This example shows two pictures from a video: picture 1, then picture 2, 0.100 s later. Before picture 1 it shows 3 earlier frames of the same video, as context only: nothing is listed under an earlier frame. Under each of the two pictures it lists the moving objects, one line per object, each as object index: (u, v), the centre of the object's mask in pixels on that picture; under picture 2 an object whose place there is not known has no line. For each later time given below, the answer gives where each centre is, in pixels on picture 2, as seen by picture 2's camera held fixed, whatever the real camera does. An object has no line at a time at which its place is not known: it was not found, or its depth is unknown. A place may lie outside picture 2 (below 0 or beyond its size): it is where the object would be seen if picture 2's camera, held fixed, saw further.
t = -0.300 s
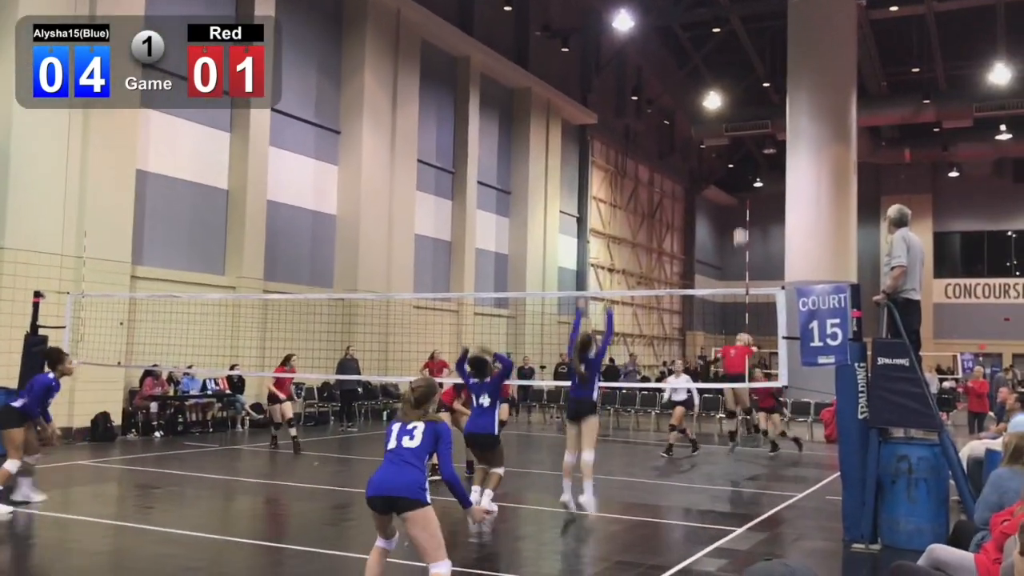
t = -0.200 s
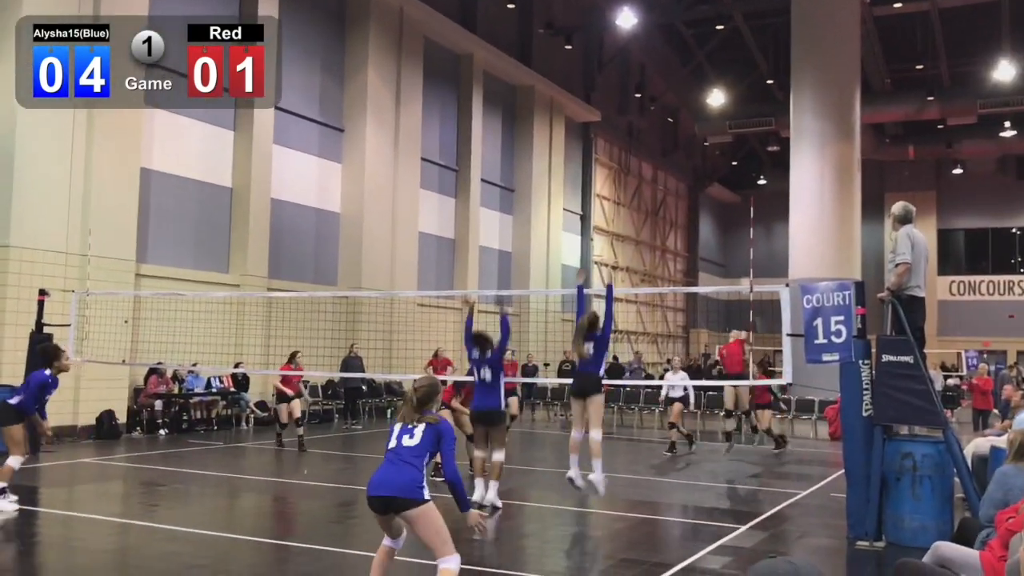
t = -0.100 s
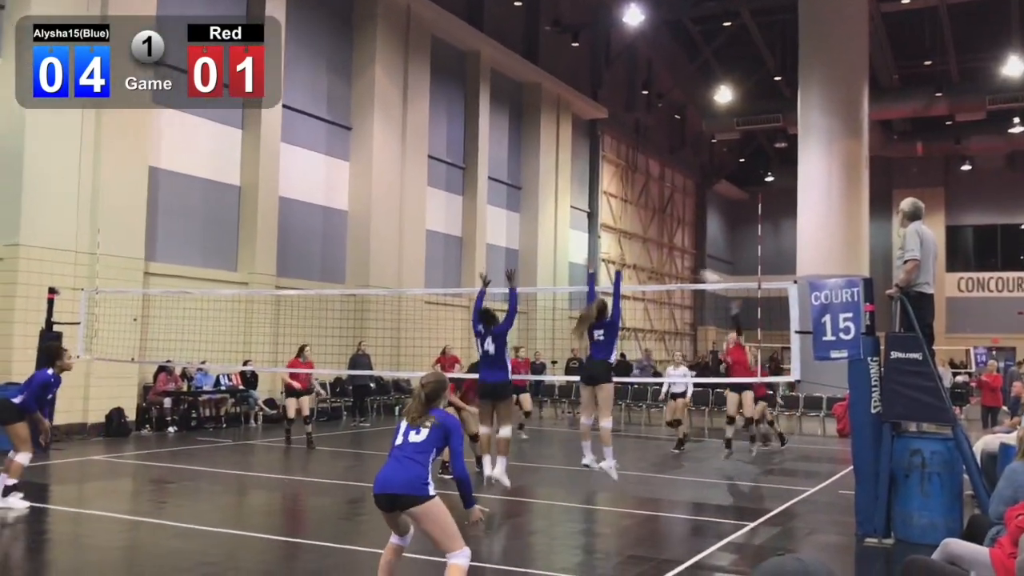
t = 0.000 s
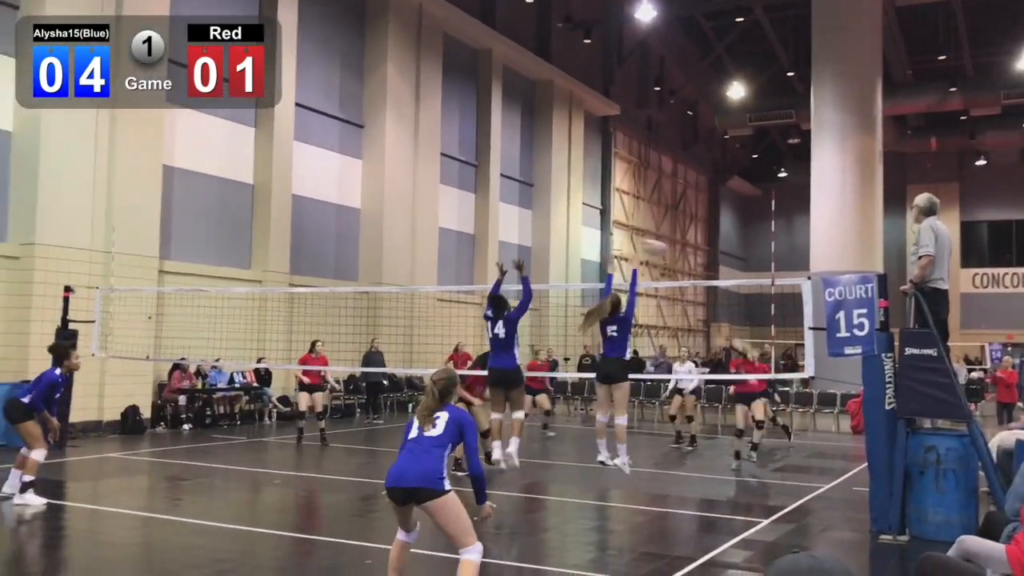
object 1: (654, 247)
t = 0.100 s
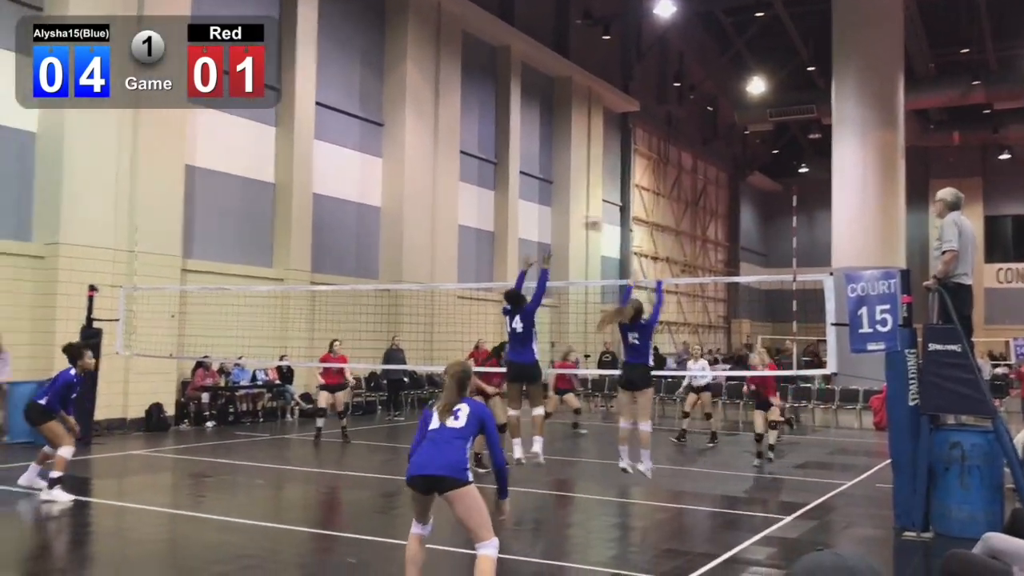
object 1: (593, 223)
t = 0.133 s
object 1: (563, 216)
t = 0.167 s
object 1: (536, 214)
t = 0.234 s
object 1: (475, 208)
